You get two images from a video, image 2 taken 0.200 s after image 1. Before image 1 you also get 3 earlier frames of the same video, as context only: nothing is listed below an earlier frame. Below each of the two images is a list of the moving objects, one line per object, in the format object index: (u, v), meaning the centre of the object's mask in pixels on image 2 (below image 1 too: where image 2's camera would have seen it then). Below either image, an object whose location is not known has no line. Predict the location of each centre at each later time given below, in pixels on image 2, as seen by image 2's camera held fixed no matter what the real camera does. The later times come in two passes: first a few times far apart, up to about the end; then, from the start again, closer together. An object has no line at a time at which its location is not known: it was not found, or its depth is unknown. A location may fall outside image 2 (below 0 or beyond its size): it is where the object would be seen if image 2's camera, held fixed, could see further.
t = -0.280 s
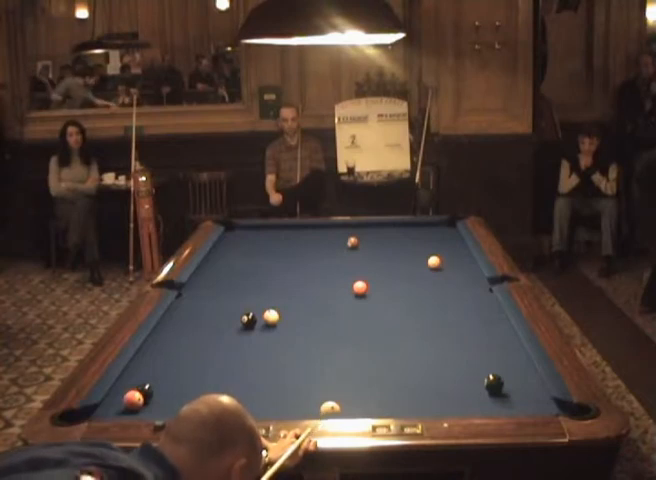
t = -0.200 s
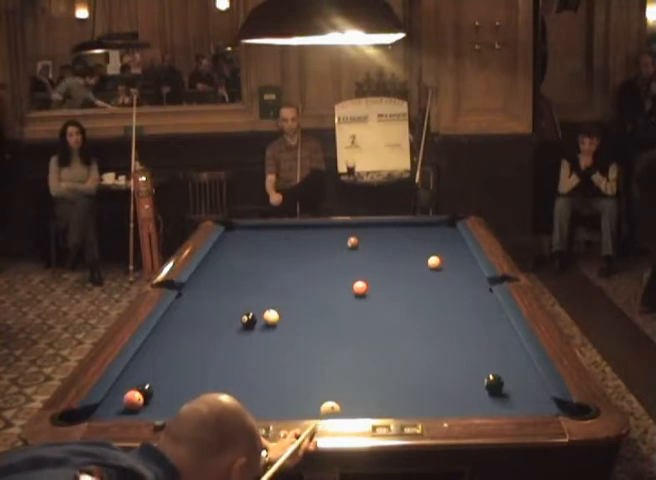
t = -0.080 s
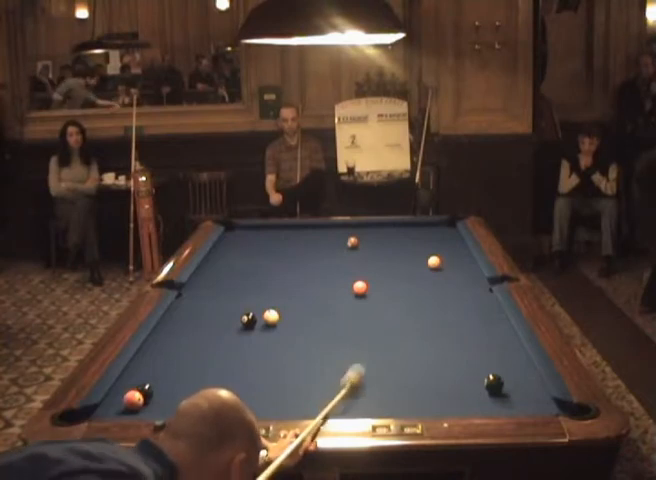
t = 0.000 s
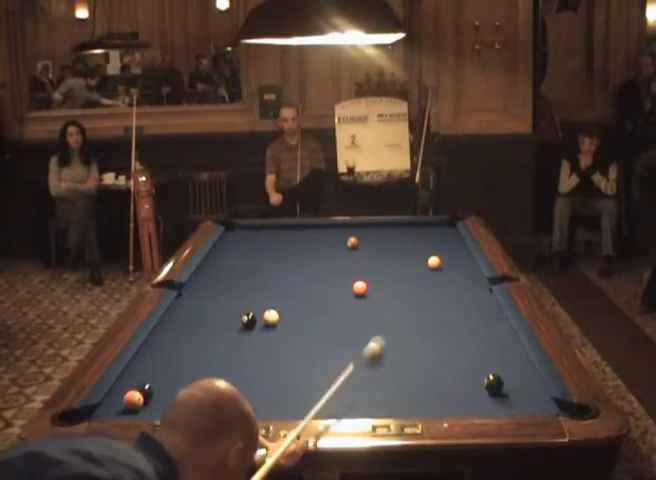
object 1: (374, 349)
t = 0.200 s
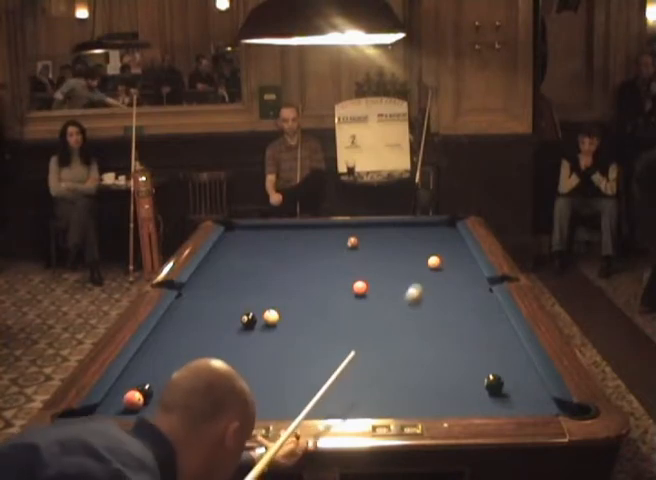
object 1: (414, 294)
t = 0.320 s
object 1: (430, 270)
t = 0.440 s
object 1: (440, 265)
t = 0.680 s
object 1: (456, 257)
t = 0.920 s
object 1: (459, 248)
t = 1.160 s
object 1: (448, 242)
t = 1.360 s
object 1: (439, 236)
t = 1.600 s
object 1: (429, 230)
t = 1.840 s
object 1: (420, 225)
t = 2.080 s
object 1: (413, 224)
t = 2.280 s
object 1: (410, 226)
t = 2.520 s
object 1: (406, 228)
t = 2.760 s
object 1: (403, 231)
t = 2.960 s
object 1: (400, 233)
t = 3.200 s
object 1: (397, 235)
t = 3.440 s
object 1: (394, 238)
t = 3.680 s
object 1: (391, 240)
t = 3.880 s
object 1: (389, 242)
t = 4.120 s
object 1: (386, 244)
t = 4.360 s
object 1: (383, 246)
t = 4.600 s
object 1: (381, 247)
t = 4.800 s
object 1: (380, 248)
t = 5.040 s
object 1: (378, 249)
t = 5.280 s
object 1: (377, 250)
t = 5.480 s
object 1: (376, 251)
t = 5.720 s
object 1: (375, 252)
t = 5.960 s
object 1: (375, 252)
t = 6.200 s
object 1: (374, 252)
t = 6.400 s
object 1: (374, 252)
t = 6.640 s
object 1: (374, 252)
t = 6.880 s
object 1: (374, 252)
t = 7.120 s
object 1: (374, 252)
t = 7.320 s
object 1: (374, 252)
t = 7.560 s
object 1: (374, 252)
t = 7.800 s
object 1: (374, 252)
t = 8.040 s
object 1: (374, 252)
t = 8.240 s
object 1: (374, 252)
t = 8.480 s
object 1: (374, 252)
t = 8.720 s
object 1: (374, 252)
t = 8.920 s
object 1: (374, 252)
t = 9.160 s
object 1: (374, 252)
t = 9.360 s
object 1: (374, 252)
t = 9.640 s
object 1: (374, 252)
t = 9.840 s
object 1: (374, 252)
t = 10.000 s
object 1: (374, 252)
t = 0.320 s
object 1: (430, 270)
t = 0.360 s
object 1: (434, 265)
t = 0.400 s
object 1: (437, 265)
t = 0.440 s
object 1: (440, 265)
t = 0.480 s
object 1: (442, 264)
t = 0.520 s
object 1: (445, 263)
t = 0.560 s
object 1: (448, 262)
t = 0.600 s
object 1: (451, 260)
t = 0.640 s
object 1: (454, 259)
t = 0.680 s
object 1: (456, 257)
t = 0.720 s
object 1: (459, 256)
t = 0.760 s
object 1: (462, 254)
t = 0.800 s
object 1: (464, 252)
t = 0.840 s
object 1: (464, 251)
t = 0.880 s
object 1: (461, 249)
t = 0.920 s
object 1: (459, 248)
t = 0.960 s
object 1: (457, 247)
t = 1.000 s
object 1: (455, 246)
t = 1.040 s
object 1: (453, 245)
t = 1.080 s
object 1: (451, 244)
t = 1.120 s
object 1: (450, 243)
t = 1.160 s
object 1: (448, 242)
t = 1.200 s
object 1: (446, 240)
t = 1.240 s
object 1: (444, 239)
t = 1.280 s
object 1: (442, 238)
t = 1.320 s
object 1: (440, 237)
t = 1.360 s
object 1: (439, 236)
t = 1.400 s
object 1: (437, 235)
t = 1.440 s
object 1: (435, 234)
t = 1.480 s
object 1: (433, 233)
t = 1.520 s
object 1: (431, 232)
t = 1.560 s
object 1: (430, 231)
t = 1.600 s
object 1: (429, 230)
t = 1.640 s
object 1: (427, 229)
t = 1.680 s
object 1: (425, 229)
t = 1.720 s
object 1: (424, 228)
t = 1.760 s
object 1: (422, 227)
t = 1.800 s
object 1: (421, 226)
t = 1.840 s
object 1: (420, 225)
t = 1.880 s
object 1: (418, 224)
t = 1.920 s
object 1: (417, 223)
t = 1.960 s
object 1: (415, 222)
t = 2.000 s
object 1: (414, 222)
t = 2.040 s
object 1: (414, 223)
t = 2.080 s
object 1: (413, 224)
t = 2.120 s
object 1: (412, 224)
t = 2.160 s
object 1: (412, 224)
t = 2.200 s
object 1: (411, 225)
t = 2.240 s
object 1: (411, 225)
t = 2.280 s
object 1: (410, 226)
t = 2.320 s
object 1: (409, 226)
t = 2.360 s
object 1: (409, 227)
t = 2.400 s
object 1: (408, 227)
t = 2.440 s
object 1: (407, 228)
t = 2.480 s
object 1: (407, 228)
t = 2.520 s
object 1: (406, 228)
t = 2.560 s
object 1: (406, 229)
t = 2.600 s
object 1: (405, 229)
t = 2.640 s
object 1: (404, 230)
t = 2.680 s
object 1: (404, 230)
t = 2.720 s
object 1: (404, 231)
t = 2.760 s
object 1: (403, 231)
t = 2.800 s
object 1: (402, 232)
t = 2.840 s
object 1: (402, 232)
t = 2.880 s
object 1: (401, 232)
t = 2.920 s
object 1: (401, 233)
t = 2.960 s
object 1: (400, 233)
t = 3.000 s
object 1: (400, 234)
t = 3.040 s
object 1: (399, 234)
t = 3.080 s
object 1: (399, 234)
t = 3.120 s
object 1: (398, 234)
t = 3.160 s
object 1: (397, 235)
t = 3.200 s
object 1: (397, 235)
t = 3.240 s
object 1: (396, 236)
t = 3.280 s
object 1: (396, 236)
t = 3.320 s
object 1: (395, 237)
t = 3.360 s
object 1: (395, 237)
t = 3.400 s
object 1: (394, 238)
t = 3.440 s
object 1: (394, 238)
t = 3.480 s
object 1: (394, 238)
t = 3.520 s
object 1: (393, 239)
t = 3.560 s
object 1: (392, 239)
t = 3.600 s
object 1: (392, 239)
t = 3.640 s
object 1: (391, 240)
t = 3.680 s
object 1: (391, 240)
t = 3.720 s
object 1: (390, 241)
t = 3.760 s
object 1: (390, 241)
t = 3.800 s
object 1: (390, 241)
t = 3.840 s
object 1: (389, 242)
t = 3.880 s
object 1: (389, 242)
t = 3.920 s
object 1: (388, 242)
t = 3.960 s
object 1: (388, 242)
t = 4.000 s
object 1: (387, 243)
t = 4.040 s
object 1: (387, 243)
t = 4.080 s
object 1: (386, 244)
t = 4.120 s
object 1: (386, 244)
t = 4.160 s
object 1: (386, 244)
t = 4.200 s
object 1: (385, 245)
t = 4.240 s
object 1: (385, 245)
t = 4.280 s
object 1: (384, 245)
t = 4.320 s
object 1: (384, 245)
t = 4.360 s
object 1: (383, 246)
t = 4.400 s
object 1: (383, 246)
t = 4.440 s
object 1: (383, 246)
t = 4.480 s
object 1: (382, 246)
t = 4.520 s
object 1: (382, 247)
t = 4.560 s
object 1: (382, 247)
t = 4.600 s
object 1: (381, 247)
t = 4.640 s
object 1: (381, 247)
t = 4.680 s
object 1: (381, 247)
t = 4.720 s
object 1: (380, 248)
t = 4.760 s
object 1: (380, 248)
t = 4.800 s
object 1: (380, 248)
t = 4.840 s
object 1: (380, 249)
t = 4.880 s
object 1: (380, 249)
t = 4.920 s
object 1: (379, 249)
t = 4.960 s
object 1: (379, 249)
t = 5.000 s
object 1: (379, 249)
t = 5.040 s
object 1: (378, 249)
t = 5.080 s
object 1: (378, 250)
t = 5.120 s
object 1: (378, 250)
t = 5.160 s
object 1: (378, 250)
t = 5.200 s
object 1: (377, 250)
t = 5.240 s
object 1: (377, 250)
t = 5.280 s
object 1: (377, 250)
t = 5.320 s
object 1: (377, 250)
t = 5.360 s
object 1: (377, 251)
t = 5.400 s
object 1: (376, 251)
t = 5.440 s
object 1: (376, 251)
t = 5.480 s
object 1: (376, 251)
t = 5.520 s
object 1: (376, 251)
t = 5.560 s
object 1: (375, 251)
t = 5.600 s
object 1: (375, 251)
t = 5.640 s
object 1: (375, 251)
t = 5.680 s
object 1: (375, 251)
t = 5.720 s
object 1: (375, 252)
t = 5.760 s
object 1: (375, 252)
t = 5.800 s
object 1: (375, 252)
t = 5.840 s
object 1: (375, 252)
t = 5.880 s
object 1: (375, 252)
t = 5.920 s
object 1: (375, 252)
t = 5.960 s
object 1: (375, 252)
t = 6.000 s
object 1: (375, 252)
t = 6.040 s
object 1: (375, 252)
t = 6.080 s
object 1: (375, 252)
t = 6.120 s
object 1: (374, 252)
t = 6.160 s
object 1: (375, 252)
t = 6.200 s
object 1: (374, 252)
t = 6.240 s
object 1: (374, 252)
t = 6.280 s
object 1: (374, 252)
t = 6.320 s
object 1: (374, 252)
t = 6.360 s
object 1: (374, 252)
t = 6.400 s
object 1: (374, 252)
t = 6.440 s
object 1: (374, 252)
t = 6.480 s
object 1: (374, 252)
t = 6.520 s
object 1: (374, 252)
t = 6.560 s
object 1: (374, 252)
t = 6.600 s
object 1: (374, 252)
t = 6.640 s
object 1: (374, 252)
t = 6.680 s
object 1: (374, 252)
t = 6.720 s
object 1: (375, 252)
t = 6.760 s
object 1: (374, 252)
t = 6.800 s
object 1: (374, 252)
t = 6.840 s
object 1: (374, 252)
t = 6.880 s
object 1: (374, 252)
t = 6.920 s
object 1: (374, 252)
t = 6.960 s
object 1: (374, 252)
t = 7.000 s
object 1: (374, 252)
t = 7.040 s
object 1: (374, 252)
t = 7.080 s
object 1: (374, 252)
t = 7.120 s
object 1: (374, 252)
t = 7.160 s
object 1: (374, 252)
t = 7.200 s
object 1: (374, 252)
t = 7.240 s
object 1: (374, 252)
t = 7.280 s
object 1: (374, 252)
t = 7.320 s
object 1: (374, 252)
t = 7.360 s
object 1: (374, 252)
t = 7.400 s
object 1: (374, 252)
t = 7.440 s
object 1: (374, 252)
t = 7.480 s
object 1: (374, 252)
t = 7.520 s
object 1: (374, 252)
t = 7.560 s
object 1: (374, 252)
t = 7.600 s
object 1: (374, 252)
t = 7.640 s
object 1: (374, 252)
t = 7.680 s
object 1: (374, 252)
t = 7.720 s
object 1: (374, 252)
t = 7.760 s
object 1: (374, 252)
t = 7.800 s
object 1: (374, 252)
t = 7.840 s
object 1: (374, 252)
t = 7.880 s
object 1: (374, 252)
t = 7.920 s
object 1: (374, 252)
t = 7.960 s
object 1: (374, 252)
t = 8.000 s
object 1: (374, 252)
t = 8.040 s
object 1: (374, 252)
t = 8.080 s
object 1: (374, 252)
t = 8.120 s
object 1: (374, 252)
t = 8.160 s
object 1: (374, 252)
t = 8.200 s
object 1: (374, 252)
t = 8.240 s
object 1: (374, 252)
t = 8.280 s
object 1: (374, 252)
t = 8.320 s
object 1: (374, 252)
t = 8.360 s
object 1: (374, 252)
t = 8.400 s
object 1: (374, 252)
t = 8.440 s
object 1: (374, 252)
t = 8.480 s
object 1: (374, 252)
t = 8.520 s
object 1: (374, 252)
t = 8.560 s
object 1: (374, 252)
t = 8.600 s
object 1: (374, 252)
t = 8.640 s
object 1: (374, 252)
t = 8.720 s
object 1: (374, 252)
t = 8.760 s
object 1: (374, 252)
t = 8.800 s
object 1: (374, 252)
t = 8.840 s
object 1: (374, 252)
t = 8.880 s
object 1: (374, 252)
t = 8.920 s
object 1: (374, 252)
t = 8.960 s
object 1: (374, 252)
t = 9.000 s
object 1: (374, 252)
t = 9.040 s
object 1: (374, 252)
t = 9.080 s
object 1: (374, 252)
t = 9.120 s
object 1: (374, 252)
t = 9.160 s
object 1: (374, 252)
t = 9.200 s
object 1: (374, 252)
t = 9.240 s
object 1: (374, 252)
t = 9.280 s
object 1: (374, 252)
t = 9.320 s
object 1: (374, 252)
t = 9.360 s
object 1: (374, 252)
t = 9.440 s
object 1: (374, 252)
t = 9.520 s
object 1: (374, 252)
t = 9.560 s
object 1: (374, 252)
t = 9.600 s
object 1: (374, 252)
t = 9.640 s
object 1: (374, 252)
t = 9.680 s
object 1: (374, 252)
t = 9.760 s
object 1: (374, 252)
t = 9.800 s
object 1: (374, 252)
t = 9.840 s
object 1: (374, 252)
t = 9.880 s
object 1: (374, 252)
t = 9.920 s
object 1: (374, 252)
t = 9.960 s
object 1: (374, 252)
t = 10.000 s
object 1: (374, 252)
